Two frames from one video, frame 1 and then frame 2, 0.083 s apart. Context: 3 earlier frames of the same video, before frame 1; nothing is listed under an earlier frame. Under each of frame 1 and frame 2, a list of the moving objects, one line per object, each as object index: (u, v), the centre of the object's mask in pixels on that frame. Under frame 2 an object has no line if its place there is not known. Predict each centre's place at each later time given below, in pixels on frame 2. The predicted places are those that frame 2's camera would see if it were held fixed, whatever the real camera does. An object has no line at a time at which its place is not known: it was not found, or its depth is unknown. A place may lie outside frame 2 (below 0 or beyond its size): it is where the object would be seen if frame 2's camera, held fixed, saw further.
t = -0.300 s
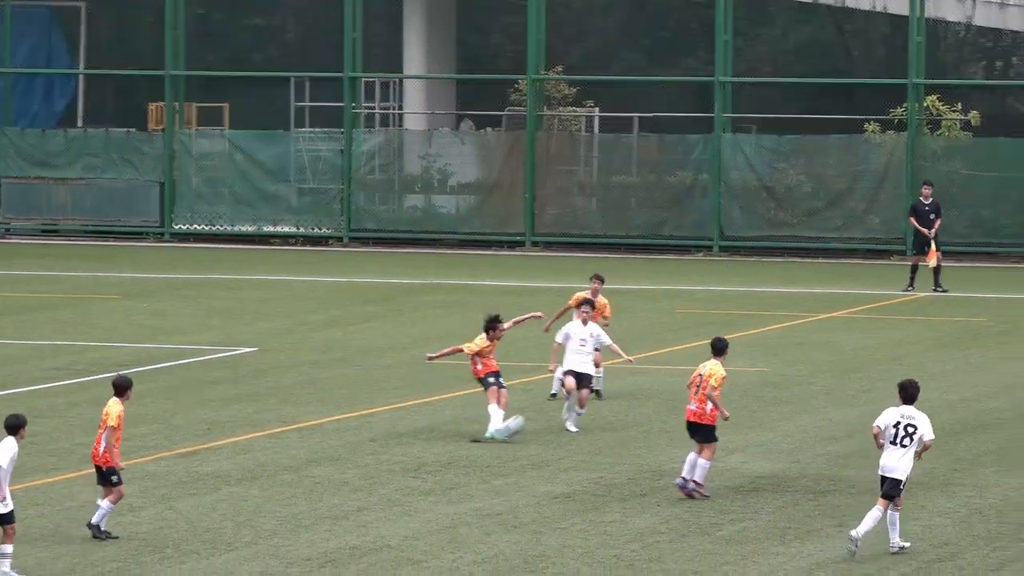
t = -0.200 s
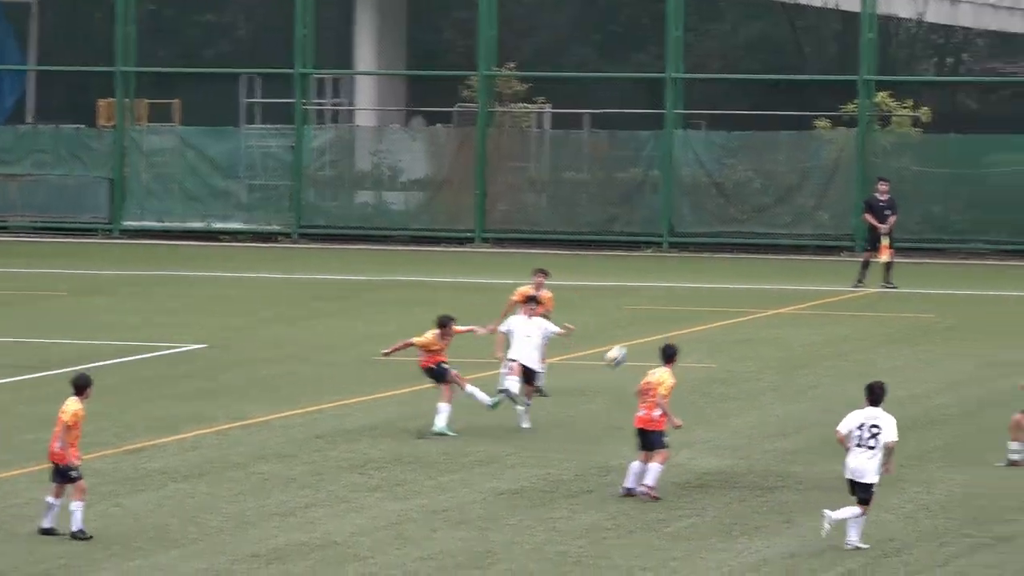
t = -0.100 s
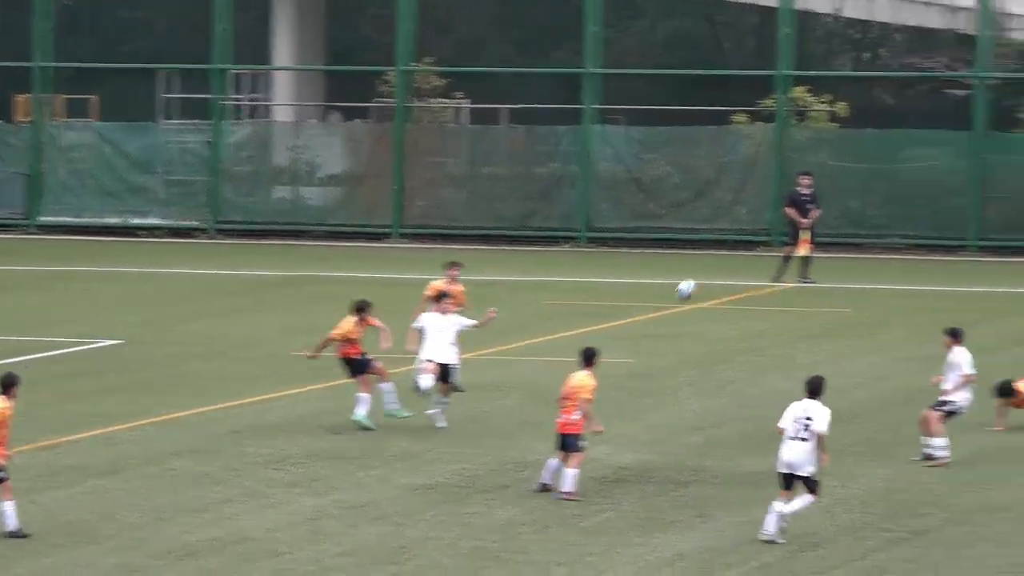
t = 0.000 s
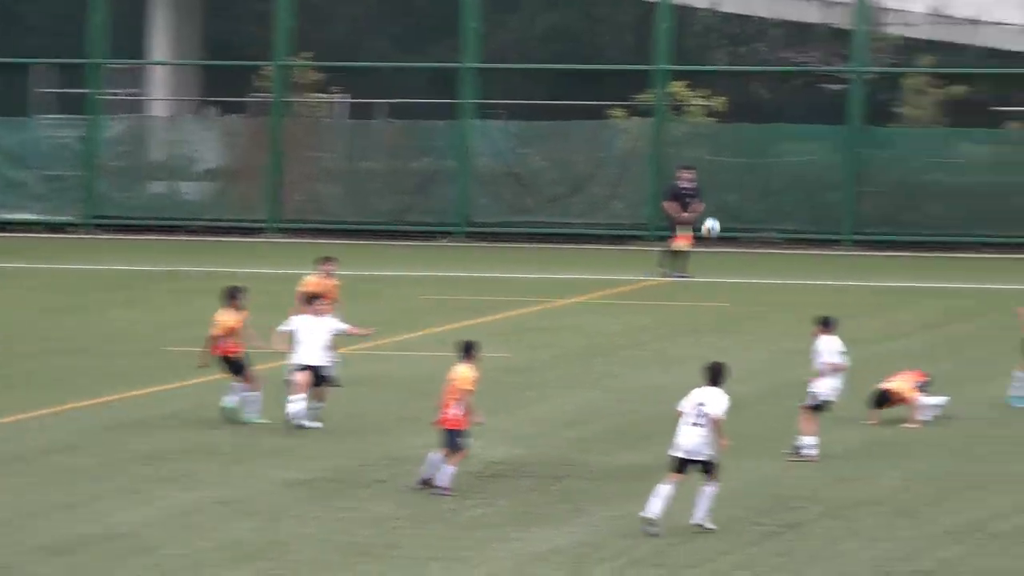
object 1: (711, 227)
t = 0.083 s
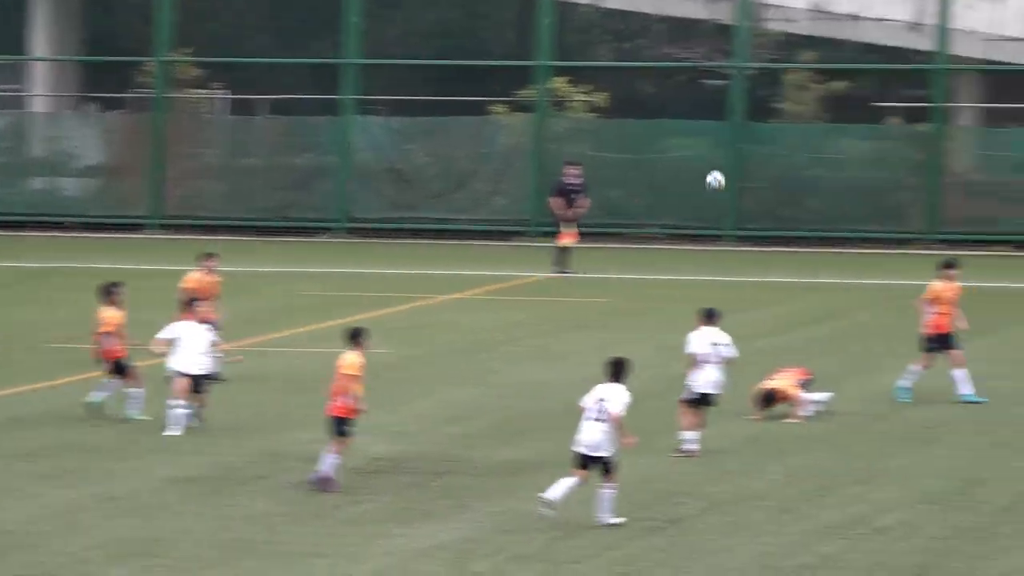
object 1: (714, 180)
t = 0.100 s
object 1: (738, 170)
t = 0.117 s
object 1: (764, 162)
